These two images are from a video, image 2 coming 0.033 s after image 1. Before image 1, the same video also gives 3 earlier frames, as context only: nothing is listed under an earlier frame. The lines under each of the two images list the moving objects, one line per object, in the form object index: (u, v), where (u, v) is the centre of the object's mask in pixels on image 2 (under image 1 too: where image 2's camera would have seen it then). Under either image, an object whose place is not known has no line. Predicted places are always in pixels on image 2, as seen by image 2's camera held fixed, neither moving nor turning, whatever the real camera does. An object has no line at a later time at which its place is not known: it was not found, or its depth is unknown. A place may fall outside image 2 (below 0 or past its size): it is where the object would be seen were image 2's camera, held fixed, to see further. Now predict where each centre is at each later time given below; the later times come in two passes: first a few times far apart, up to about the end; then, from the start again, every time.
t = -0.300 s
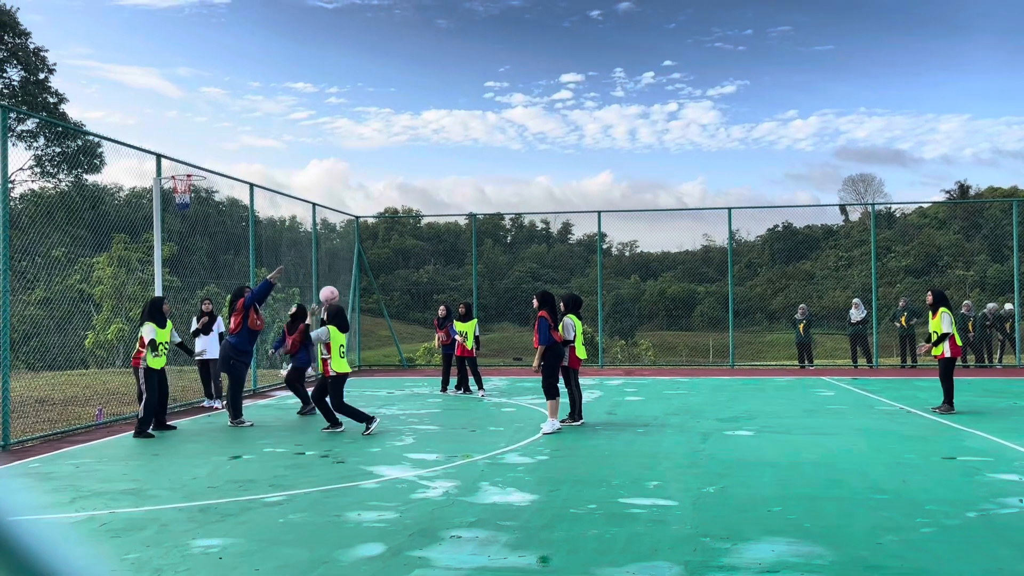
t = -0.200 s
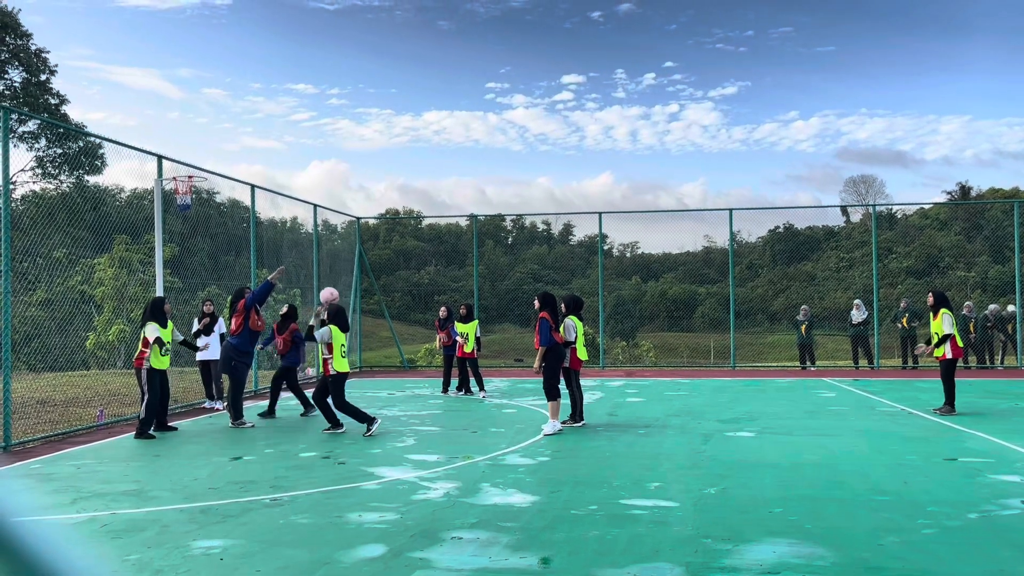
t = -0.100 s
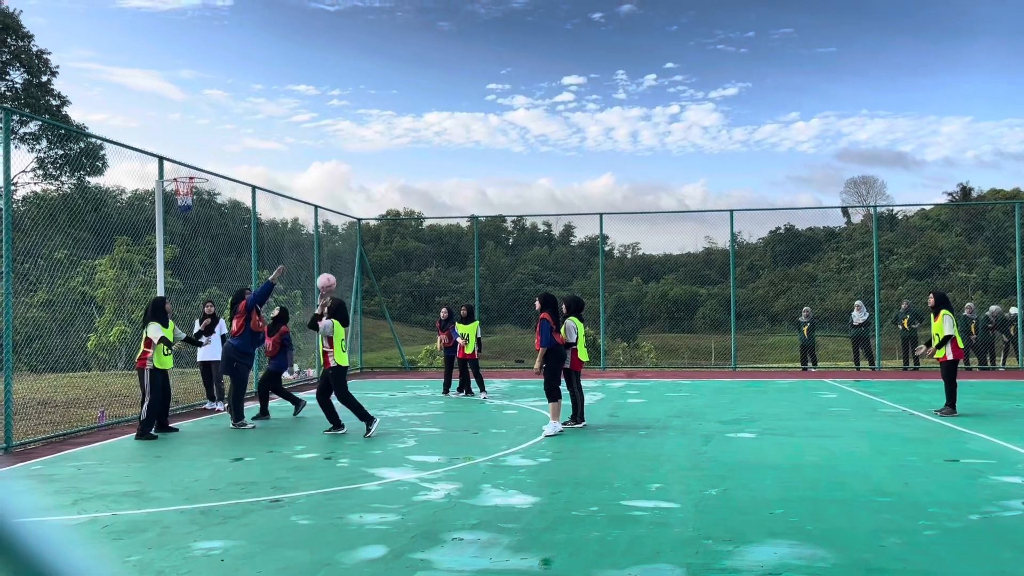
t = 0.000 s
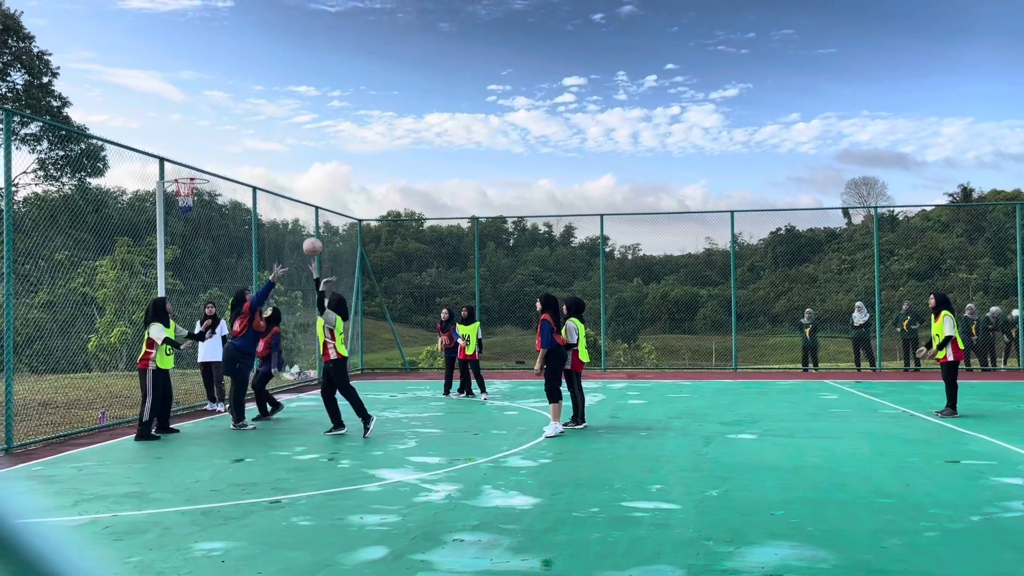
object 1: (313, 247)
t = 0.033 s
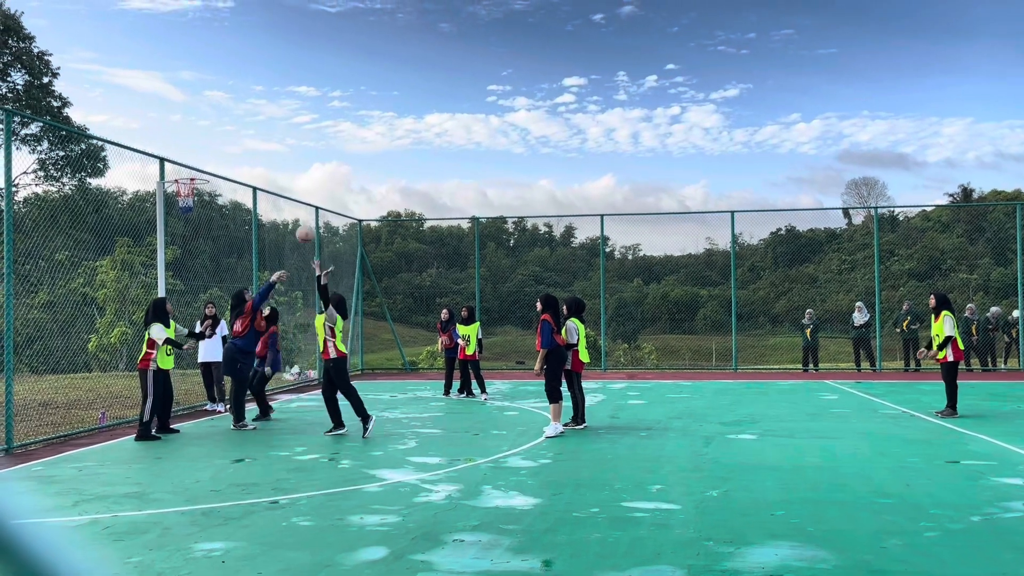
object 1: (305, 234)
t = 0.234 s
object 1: (265, 179)
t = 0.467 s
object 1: (220, 157)
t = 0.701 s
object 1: (183, 173)
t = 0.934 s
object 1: (220, 180)
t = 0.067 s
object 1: (299, 222)
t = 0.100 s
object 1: (292, 212)
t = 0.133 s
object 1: (285, 202)
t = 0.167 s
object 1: (278, 193)
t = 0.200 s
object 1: (272, 186)
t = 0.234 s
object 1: (265, 179)
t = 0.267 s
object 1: (258, 173)
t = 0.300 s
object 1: (252, 168)
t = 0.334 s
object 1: (245, 164)
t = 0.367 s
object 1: (239, 161)
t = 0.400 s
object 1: (233, 159)
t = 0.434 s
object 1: (226, 158)
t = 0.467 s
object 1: (220, 157)
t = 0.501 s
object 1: (214, 158)
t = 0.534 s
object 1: (208, 159)
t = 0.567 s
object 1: (202, 162)
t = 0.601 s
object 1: (196, 164)
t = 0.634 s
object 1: (190, 168)
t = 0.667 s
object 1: (184, 172)
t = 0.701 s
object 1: (183, 173)
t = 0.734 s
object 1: (189, 173)
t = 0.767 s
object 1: (194, 172)
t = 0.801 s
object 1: (199, 172)
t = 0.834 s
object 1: (204, 173)
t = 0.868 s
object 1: (209, 174)
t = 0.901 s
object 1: (215, 177)
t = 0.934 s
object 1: (220, 180)
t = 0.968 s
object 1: (225, 184)
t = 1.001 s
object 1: (230, 189)
